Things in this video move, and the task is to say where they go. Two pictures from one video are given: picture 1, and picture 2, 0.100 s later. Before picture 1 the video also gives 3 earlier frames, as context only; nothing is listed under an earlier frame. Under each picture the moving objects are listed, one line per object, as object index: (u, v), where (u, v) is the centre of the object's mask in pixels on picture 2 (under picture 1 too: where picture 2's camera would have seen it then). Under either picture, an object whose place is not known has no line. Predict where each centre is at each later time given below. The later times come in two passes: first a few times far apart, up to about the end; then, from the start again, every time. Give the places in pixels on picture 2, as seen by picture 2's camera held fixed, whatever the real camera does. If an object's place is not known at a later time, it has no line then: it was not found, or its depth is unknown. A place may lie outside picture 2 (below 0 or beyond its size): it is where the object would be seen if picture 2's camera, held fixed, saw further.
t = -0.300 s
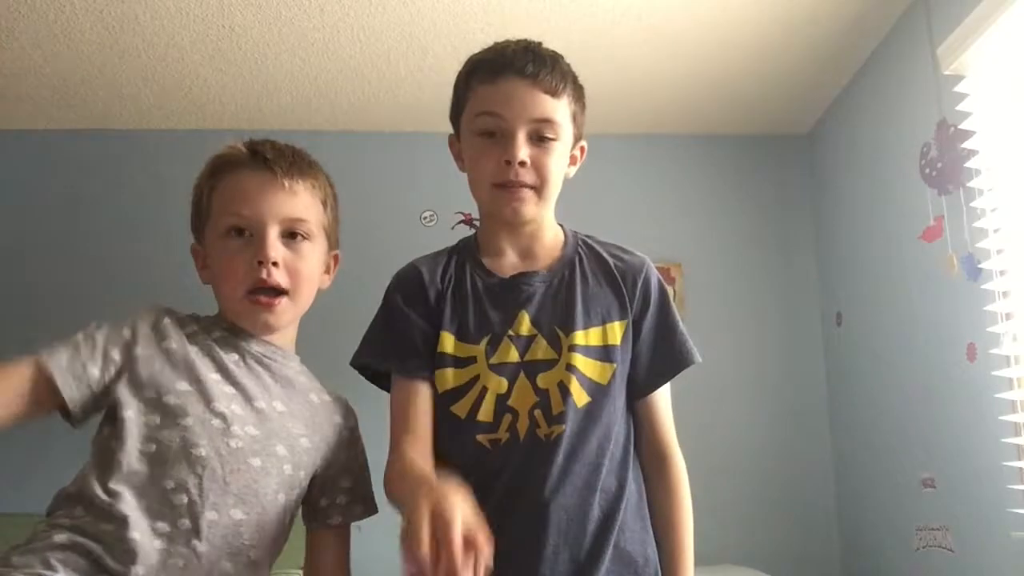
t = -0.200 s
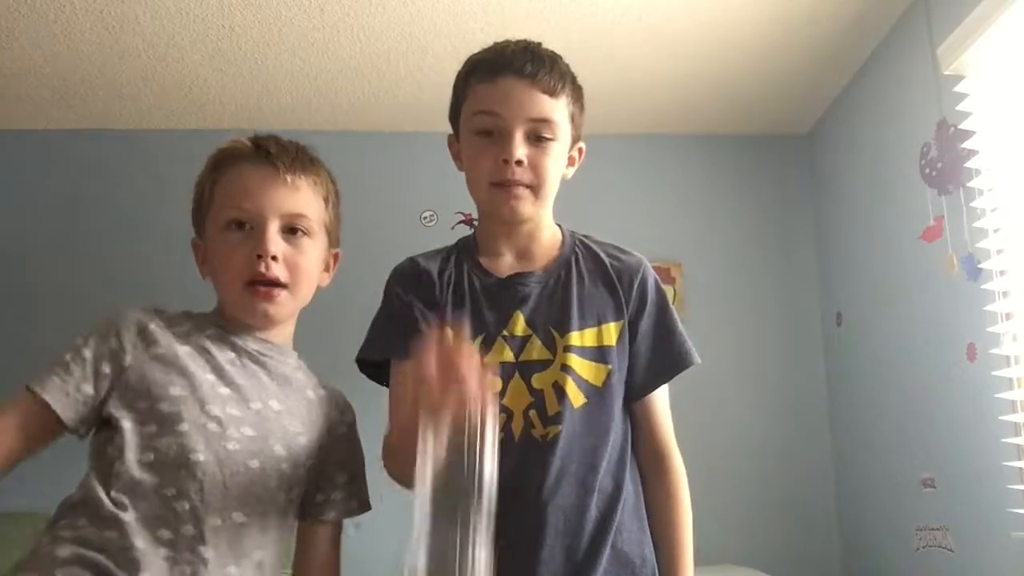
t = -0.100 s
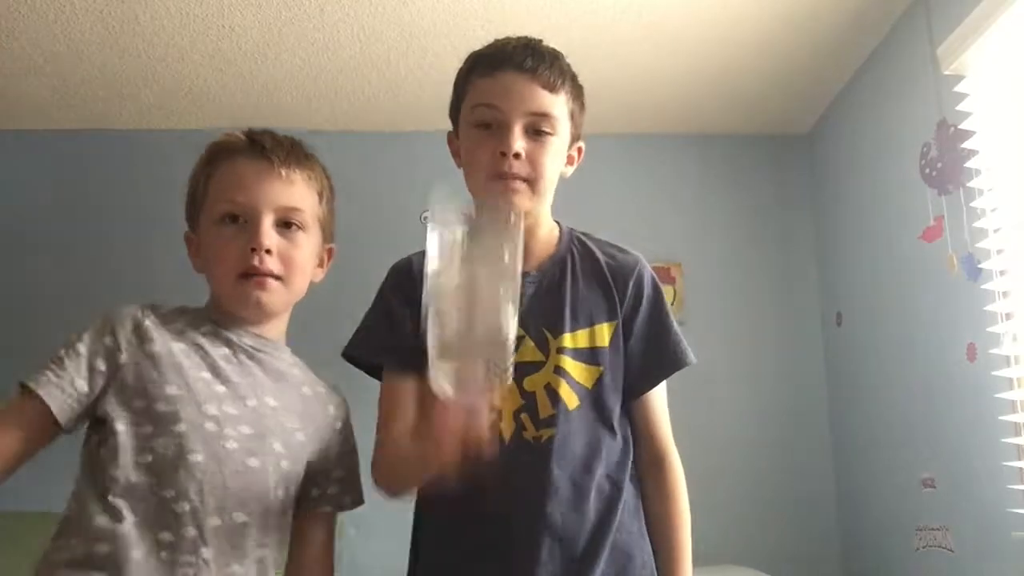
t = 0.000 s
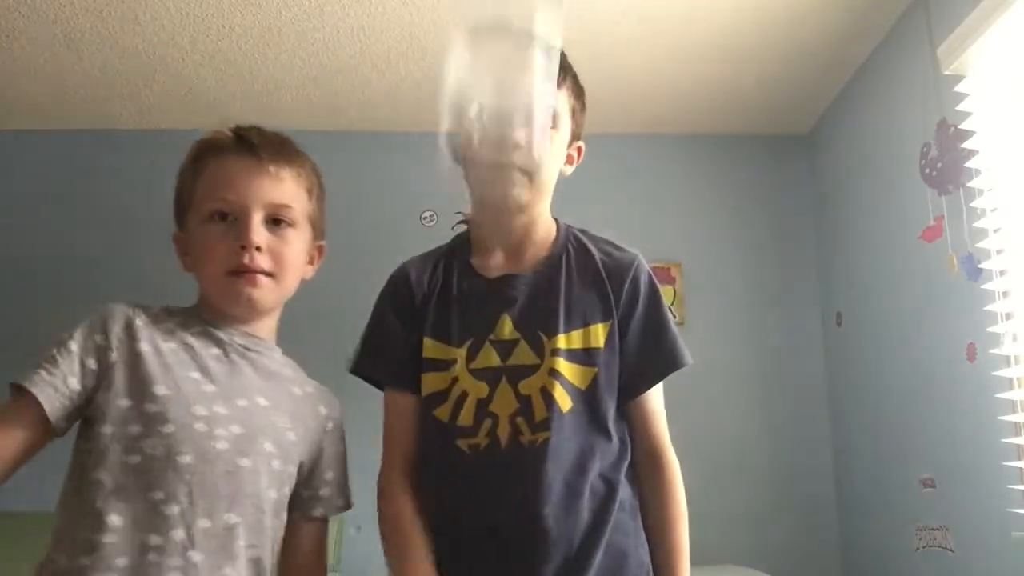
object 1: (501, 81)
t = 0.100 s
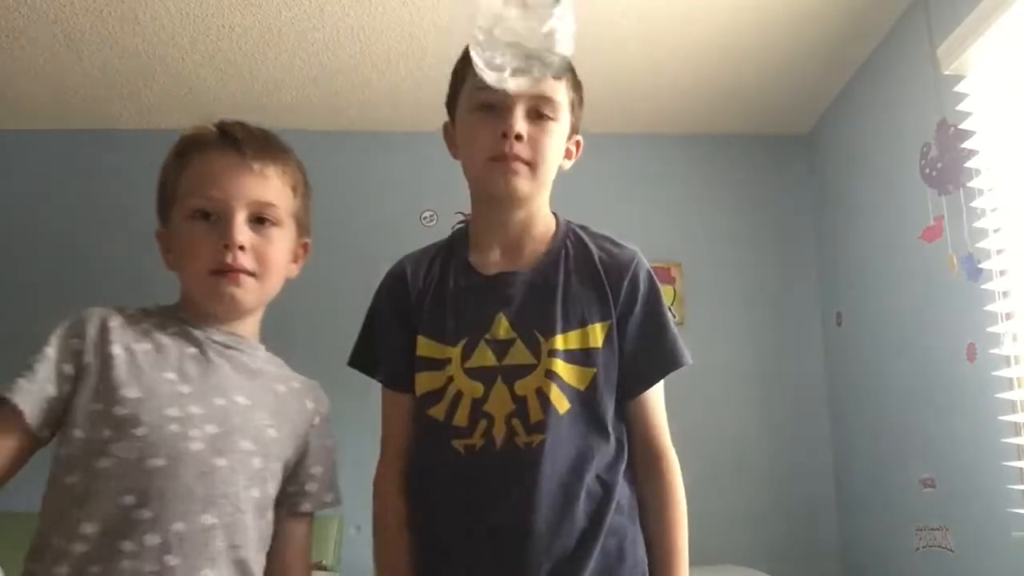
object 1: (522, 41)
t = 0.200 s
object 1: (554, 94)
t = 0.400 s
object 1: (646, 414)
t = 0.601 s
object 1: (646, 415)
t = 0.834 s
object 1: (647, 416)
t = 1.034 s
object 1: (646, 414)
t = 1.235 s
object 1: (645, 415)
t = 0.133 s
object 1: (529, 50)
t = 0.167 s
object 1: (539, 67)
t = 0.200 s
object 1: (554, 94)
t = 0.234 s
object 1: (571, 139)
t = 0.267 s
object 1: (589, 187)
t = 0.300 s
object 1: (609, 312)
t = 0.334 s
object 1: (629, 387)
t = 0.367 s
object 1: (632, 416)
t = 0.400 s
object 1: (646, 414)
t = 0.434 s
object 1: (646, 413)
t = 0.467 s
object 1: (646, 414)
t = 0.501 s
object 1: (646, 415)
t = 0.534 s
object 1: (646, 415)
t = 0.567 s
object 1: (646, 414)
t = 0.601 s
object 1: (646, 415)
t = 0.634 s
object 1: (646, 415)
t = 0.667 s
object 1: (646, 415)
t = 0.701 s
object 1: (646, 415)
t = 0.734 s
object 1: (646, 415)
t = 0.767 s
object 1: (646, 415)
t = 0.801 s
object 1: (646, 415)
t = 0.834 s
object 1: (647, 416)
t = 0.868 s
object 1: (646, 414)
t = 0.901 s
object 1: (646, 414)
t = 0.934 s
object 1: (646, 414)
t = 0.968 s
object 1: (646, 414)
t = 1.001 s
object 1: (646, 414)
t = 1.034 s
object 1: (646, 414)
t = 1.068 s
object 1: (646, 414)
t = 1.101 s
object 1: (646, 415)
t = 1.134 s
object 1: (646, 415)
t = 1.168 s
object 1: (646, 415)
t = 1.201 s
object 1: (646, 415)
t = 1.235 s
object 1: (645, 415)
